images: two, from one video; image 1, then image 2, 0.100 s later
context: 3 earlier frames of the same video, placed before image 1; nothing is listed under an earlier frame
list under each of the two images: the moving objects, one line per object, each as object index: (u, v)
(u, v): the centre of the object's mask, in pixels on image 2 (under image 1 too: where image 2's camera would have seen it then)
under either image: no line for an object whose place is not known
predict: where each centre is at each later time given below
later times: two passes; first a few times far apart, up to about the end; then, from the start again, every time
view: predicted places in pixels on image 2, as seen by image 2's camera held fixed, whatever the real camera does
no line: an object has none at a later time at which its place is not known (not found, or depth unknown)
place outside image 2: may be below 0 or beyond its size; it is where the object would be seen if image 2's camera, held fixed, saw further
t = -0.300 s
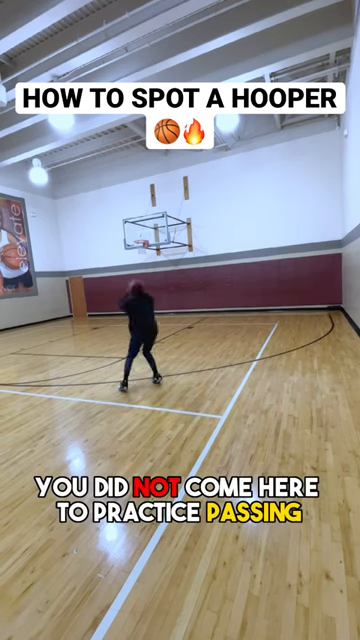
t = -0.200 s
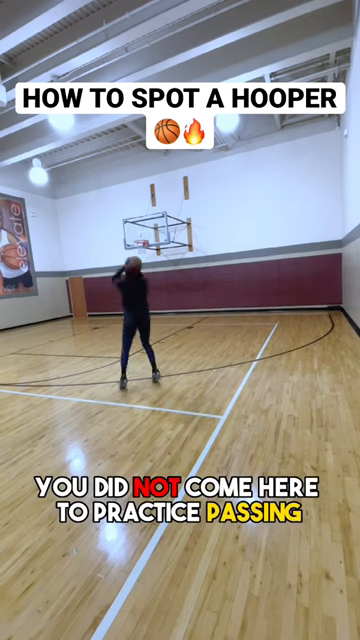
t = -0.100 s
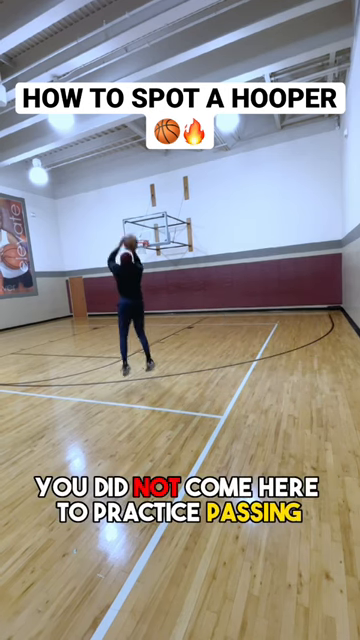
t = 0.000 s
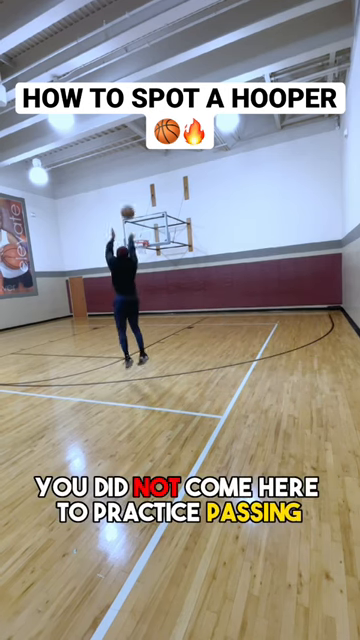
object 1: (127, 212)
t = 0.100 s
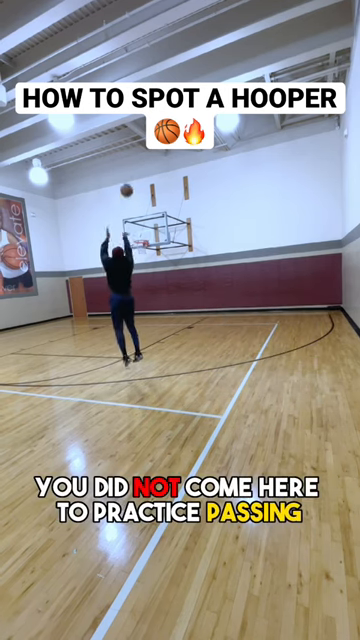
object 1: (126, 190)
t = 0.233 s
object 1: (126, 174)
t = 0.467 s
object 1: (128, 169)
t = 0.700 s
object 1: (132, 185)
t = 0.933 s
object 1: (135, 213)
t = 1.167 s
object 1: (141, 248)
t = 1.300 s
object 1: (142, 258)
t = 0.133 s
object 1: (126, 185)
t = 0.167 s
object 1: (126, 180)
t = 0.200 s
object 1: (126, 176)
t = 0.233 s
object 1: (126, 174)
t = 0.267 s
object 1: (126, 171)
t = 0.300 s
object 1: (126, 169)
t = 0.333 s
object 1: (126, 169)
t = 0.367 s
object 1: (127, 168)
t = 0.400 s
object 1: (127, 168)
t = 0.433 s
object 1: (127, 168)
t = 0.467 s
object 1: (128, 169)
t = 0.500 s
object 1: (128, 170)
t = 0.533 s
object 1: (129, 172)
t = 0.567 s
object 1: (129, 173)
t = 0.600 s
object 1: (130, 176)
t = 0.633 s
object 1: (131, 178)
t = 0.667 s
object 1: (131, 182)
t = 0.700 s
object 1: (132, 185)
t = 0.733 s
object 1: (132, 188)
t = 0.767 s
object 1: (132, 192)
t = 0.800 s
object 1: (133, 196)
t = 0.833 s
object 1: (134, 200)
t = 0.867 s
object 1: (134, 204)
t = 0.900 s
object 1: (135, 208)
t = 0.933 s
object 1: (135, 213)
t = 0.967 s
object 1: (136, 217)
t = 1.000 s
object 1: (137, 223)
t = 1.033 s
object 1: (138, 228)
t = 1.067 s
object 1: (139, 233)
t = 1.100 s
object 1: (139, 237)
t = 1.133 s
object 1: (141, 243)
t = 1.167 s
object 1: (141, 248)
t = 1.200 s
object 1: (140, 250)
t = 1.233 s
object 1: (141, 251)
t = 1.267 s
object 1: (141, 255)
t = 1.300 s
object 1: (142, 258)
